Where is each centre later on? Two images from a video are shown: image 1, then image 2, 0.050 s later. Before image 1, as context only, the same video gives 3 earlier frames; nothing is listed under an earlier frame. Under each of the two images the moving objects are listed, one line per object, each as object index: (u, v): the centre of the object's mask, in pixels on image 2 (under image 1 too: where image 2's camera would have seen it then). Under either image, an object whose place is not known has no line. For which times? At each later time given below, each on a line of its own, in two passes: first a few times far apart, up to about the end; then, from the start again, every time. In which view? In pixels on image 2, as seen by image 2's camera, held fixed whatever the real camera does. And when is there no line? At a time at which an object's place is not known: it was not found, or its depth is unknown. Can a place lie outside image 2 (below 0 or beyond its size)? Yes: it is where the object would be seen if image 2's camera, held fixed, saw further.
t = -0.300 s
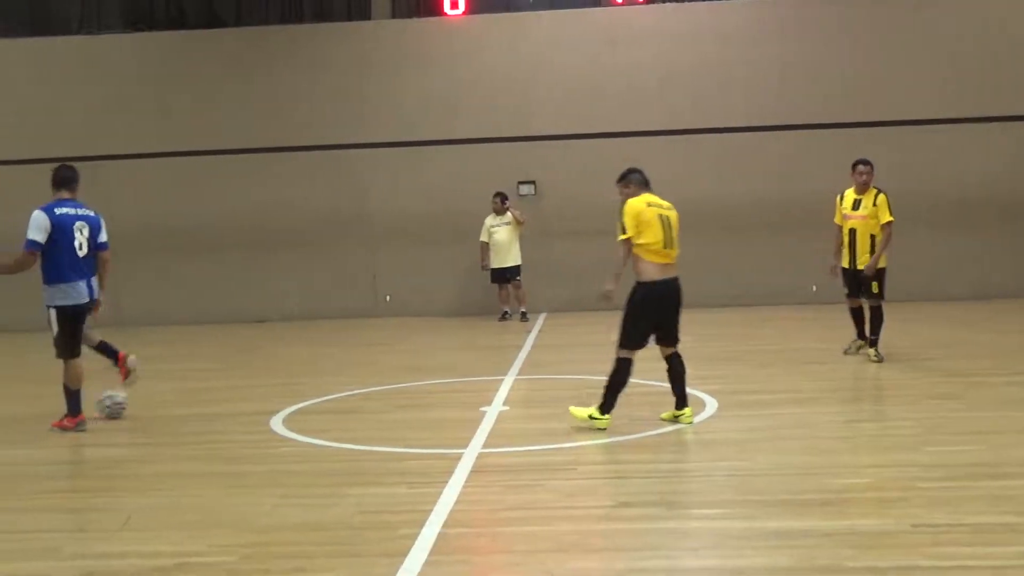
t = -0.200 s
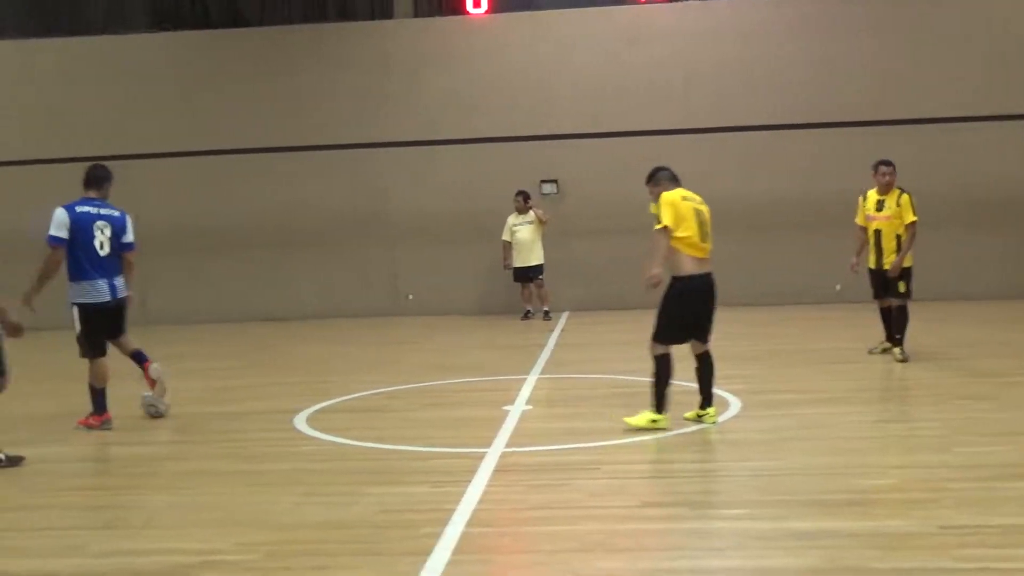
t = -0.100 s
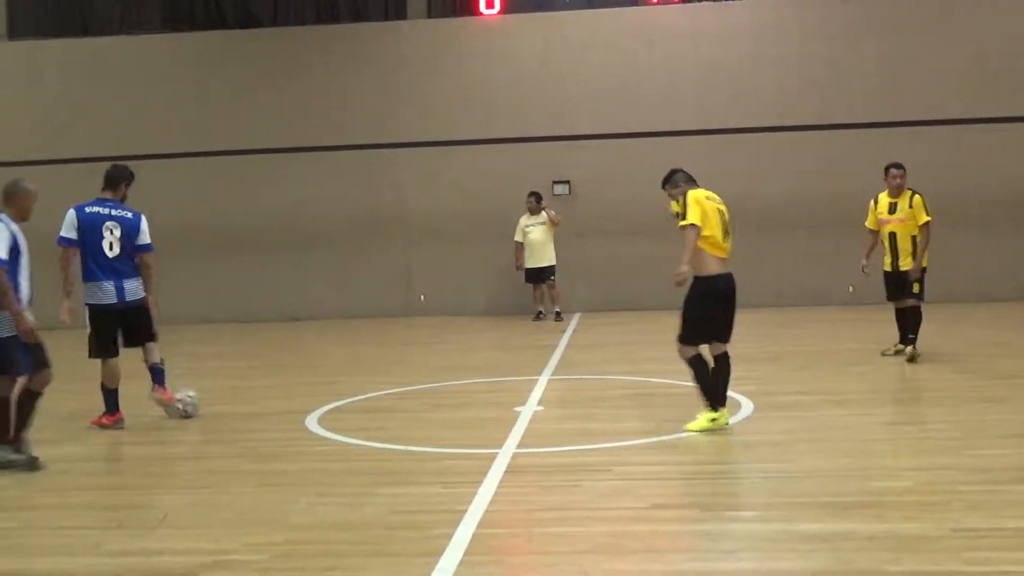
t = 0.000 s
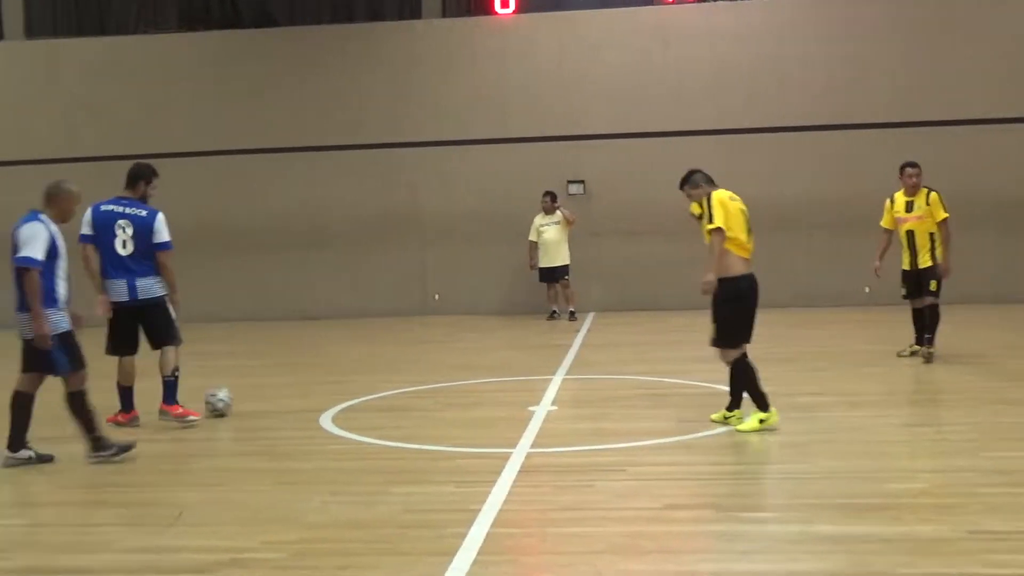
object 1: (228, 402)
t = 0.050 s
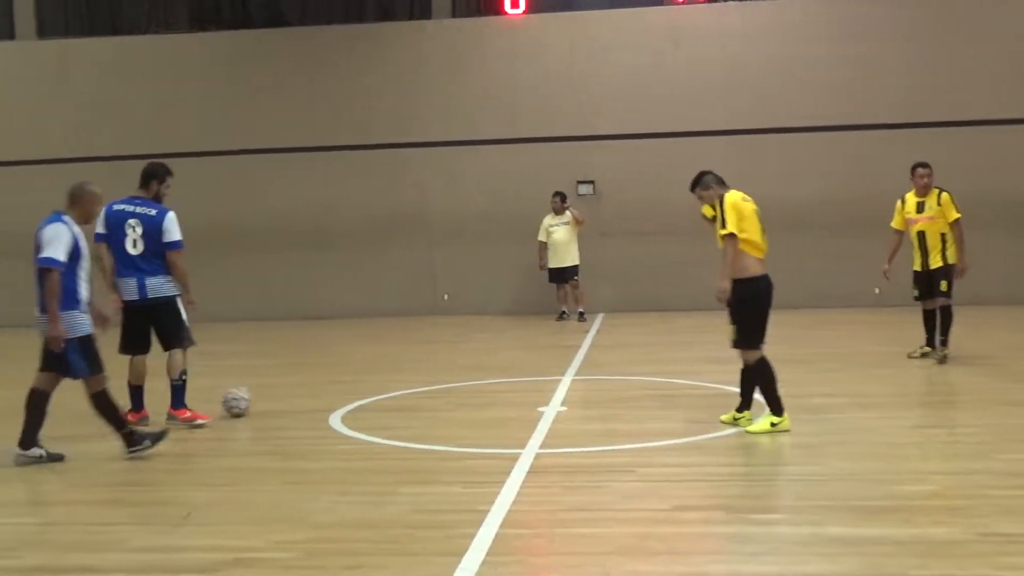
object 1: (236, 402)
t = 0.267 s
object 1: (274, 403)
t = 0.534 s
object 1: (323, 405)
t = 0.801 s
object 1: (371, 408)
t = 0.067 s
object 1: (239, 402)
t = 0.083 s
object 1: (242, 402)
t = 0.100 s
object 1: (245, 402)
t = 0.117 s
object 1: (247, 402)
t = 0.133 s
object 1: (250, 403)
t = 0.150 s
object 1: (254, 402)
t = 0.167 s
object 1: (256, 403)
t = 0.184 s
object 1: (259, 403)
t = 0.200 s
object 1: (261, 403)
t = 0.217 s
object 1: (265, 403)
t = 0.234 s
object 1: (269, 404)
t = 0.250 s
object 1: (271, 404)
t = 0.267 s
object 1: (274, 403)
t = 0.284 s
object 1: (277, 404)
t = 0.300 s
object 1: (280, 403)
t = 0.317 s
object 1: (282, 403)
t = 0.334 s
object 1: (286, 403)
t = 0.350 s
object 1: (290, 404)
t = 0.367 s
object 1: (293, 404)
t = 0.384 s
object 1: (296, 405)
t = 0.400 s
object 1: (299, 404)
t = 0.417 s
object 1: (302, 404)
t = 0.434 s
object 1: (305, 404)
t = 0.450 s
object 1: (307, 404)
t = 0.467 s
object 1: (310, 404)
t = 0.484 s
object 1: (314, 405)
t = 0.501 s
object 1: (317, 405)
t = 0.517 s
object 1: (319, 405)
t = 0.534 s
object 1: (323, 405)
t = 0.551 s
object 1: (326, 405)
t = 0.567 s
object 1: (328, 405)
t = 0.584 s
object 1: (332, 406)
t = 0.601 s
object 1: (335, 406)
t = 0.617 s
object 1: (338, 406)
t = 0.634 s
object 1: (341, 406)
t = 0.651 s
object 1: (343, 407)
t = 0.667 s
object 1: (347, 407)
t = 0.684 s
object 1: (350, 407)
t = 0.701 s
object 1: (353, 408)
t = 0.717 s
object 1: (356, 407)
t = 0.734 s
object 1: (358, 407)
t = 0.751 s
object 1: (361, 407)
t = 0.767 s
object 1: (364, 407)
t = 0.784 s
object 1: (368, 408)
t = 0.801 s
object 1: (371, 408)
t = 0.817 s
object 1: (374, 408)
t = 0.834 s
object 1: (377, 408)
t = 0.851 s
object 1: (380, 409)
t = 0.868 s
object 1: (383, 409)
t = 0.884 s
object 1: (386, 409)
